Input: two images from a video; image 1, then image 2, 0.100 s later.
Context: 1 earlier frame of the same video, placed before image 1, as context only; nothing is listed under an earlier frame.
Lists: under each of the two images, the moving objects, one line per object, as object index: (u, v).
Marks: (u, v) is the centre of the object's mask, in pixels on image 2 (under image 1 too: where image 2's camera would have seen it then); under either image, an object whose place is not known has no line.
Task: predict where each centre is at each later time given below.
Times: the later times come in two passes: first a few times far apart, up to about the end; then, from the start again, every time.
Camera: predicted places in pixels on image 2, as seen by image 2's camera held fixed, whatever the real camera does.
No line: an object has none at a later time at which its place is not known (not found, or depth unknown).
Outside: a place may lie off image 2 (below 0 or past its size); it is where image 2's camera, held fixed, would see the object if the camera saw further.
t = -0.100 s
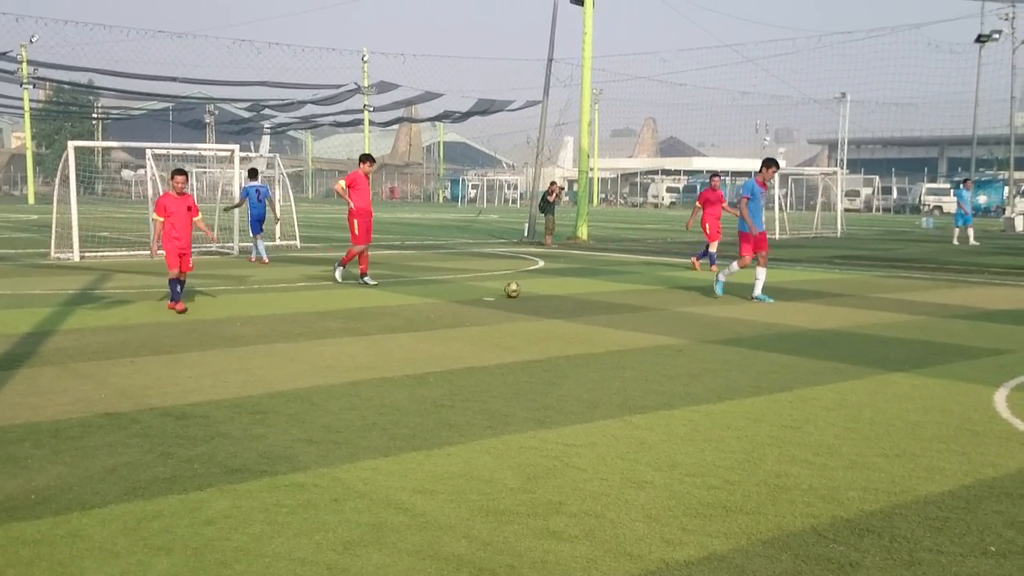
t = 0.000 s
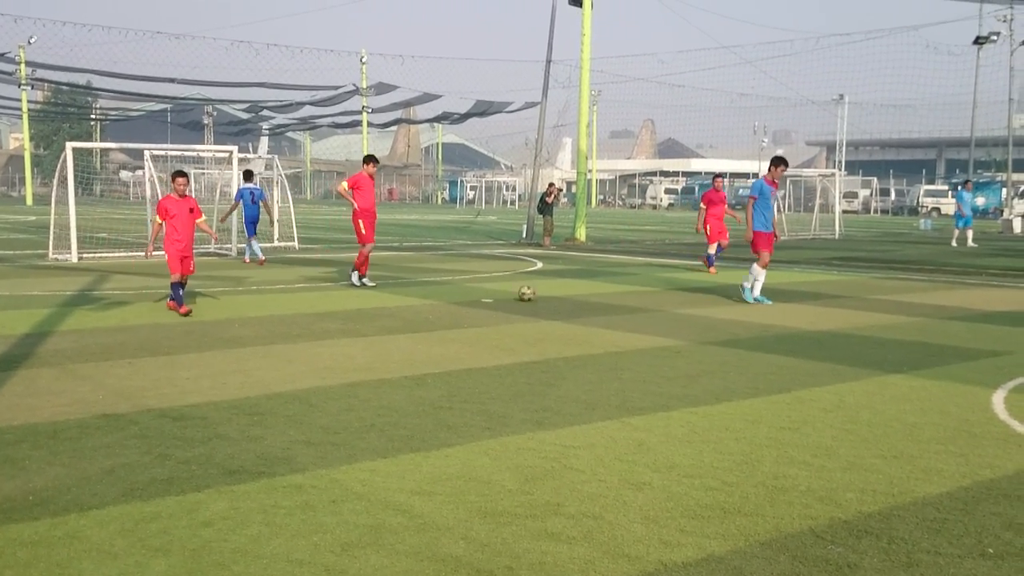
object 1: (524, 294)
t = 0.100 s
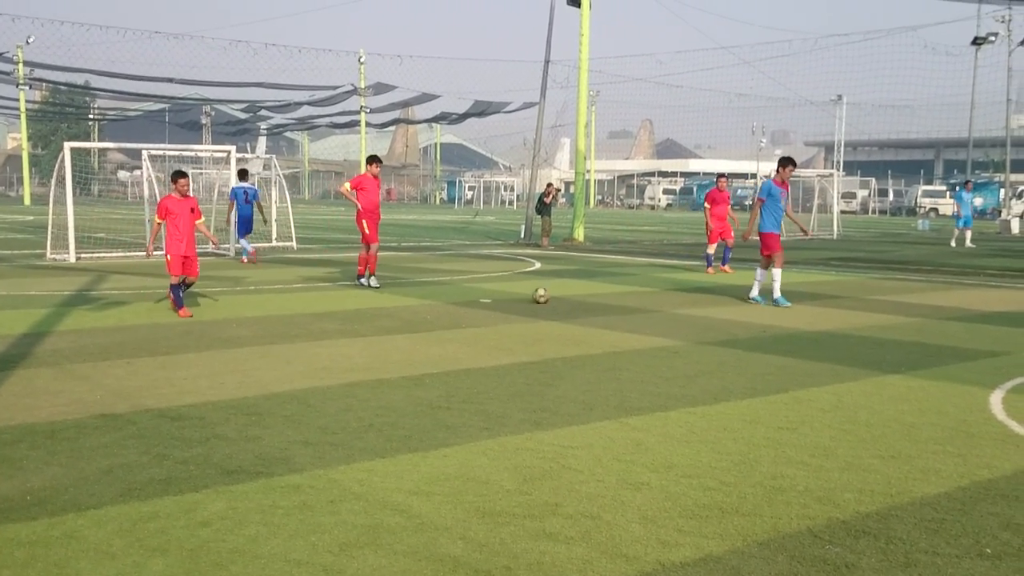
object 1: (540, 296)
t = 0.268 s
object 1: (568, 299)
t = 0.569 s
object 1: (619, 306)
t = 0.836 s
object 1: (670, 312)
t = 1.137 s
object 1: (729, 320)
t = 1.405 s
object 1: (786, 327)
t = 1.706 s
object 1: (854, 335)
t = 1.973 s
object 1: (918, 344)
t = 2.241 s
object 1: (988, 352)
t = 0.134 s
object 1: (545, 296)
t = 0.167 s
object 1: (551, 297)
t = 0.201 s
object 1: (557, 298)
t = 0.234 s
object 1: (562, 299)
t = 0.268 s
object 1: (568, 299)
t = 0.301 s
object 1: (573, 299)
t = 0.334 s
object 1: (578, 302)
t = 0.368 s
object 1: (584, 302)
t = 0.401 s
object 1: (590, 302)
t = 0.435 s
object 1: (596, 303)
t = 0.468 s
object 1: (602, 304)
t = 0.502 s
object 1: (608, 304)
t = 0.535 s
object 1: (614, 305)
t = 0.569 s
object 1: (619, 306)
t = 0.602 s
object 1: (626, 307)
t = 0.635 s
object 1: (632, 307)
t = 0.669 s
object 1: (638, 308)
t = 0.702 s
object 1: (644, 309)
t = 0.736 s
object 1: (651, 310)
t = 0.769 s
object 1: (657, 311)
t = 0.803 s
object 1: (663, 311)
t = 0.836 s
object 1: (670, 312)
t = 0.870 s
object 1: (676, 313)
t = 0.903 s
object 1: (682, 314)
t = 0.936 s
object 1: (689, 314)
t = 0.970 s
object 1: (695, 315)
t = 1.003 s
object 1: (702, 316)
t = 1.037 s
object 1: (709, 316)
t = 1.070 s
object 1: (716, 317)
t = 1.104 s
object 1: (723, 319)
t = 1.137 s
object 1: (729, 320)
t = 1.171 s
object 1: (736, 321)
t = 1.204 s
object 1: (743, 322)
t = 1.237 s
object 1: (750, 323)
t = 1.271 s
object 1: (757, 323)
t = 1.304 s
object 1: (765, 325)
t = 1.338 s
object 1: (772, 326)
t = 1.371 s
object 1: (779, 326)
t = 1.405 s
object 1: (786, 327)
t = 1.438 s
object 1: (793, 328)
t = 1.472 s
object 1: (801, 329)
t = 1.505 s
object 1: (808, 331)
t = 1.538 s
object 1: (815, 331)
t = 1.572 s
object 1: (823, 332)
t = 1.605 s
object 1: (831, 333)
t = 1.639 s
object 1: (838, 334)
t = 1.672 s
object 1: (846, 335)
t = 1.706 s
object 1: (854, 335)
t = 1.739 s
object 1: (862, 337)
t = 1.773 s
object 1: (869, 339)
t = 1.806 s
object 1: (877, 339)
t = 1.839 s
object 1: (885, 339)
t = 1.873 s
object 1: (894, 340)
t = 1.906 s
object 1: (901, 342)
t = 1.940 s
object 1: (910, 343)
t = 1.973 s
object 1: (918, 344)
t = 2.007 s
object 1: (927, 345)
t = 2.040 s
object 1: (935, 347)
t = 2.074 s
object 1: (943, 347)
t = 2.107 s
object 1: (952, 348)
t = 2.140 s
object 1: (962, 350)
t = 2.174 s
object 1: (970, 350)
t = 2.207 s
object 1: (979, 351)
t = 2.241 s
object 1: (988, 352)
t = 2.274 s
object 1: (997, 353)
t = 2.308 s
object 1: (1006, 355)
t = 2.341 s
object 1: (1015, 356)
